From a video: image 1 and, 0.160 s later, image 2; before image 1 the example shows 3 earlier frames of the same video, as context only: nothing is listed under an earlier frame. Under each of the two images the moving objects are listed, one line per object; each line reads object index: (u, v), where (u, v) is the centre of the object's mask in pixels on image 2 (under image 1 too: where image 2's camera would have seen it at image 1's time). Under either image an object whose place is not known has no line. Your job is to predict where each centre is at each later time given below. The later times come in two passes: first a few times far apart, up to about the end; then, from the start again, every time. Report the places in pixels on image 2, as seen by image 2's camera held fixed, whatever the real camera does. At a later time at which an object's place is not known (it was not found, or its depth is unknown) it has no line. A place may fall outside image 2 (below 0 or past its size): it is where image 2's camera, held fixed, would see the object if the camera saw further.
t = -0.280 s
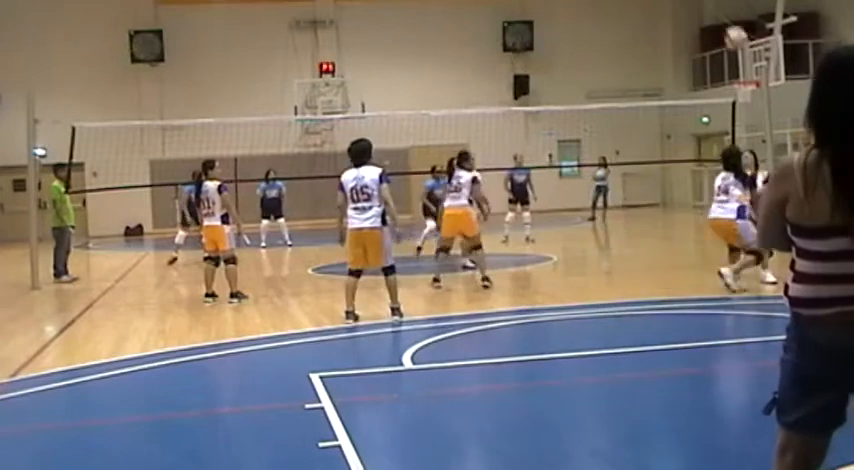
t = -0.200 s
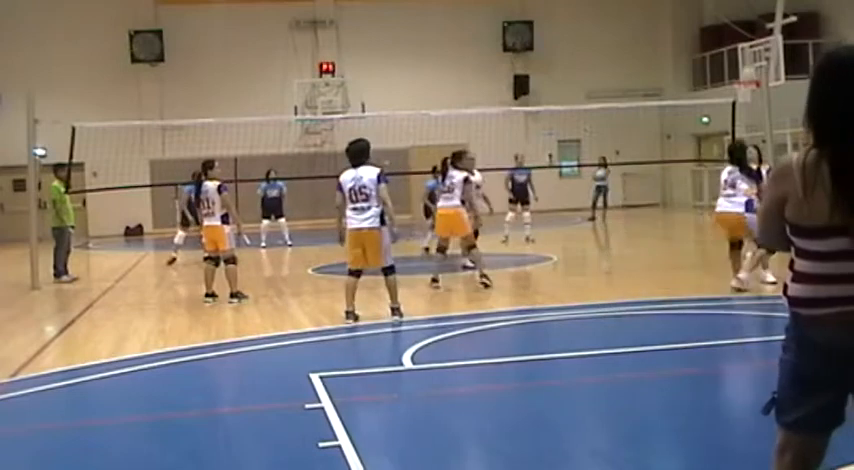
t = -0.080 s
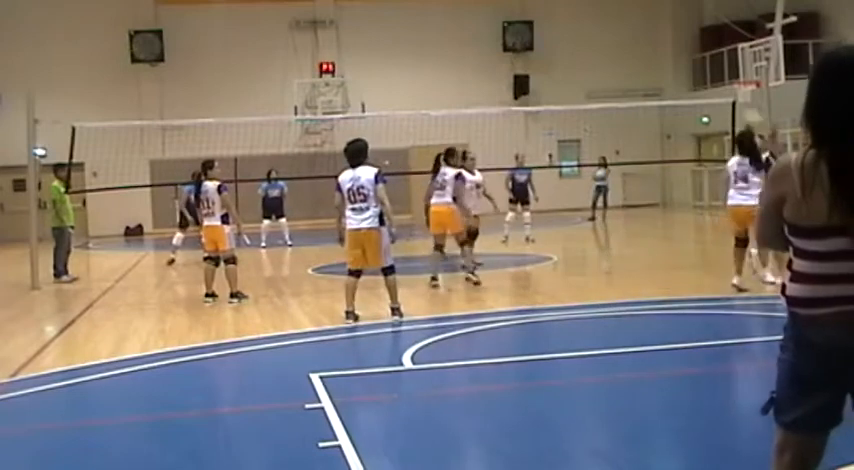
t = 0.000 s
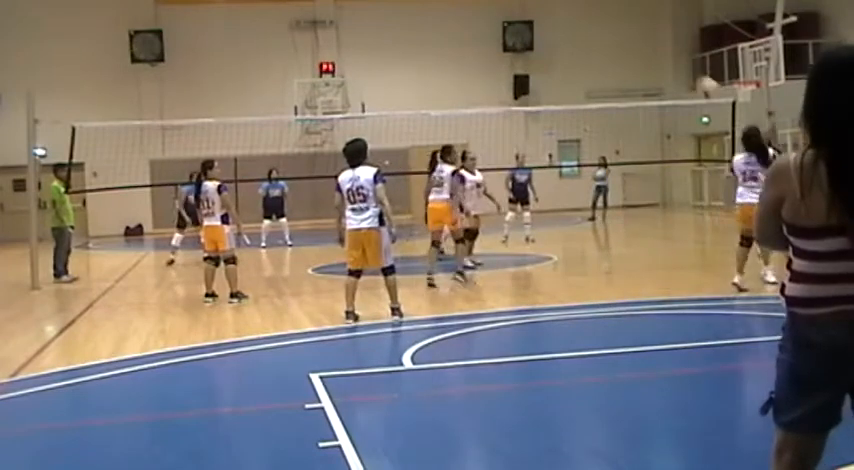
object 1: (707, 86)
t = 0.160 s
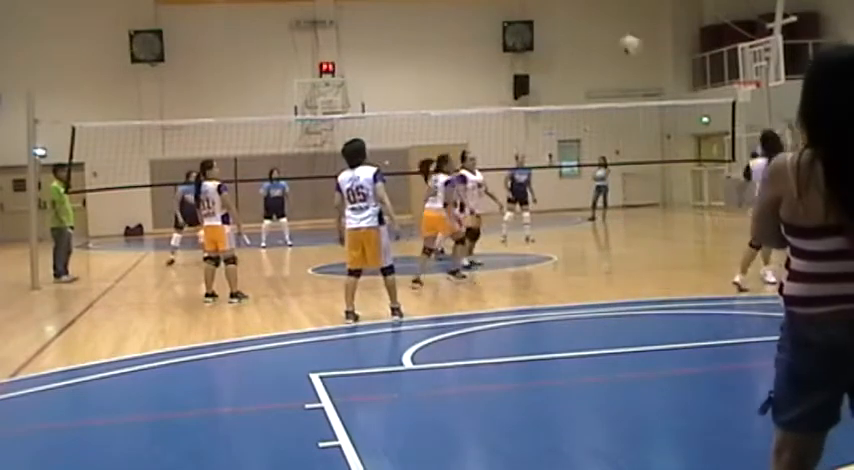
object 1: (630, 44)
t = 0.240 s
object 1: (596, 34)
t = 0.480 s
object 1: (506, 38)
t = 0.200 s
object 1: (612, 37)
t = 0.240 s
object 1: (596, 34)
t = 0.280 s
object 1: (579, 29)
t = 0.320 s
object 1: (563, 28)
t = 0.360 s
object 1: (548, 28)
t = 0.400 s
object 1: (532, 30)
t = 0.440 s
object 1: (520, 34)
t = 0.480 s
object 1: (506, 38)
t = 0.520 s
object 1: (494, 40)
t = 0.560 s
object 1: (481, 46)
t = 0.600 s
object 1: (469, 54)
